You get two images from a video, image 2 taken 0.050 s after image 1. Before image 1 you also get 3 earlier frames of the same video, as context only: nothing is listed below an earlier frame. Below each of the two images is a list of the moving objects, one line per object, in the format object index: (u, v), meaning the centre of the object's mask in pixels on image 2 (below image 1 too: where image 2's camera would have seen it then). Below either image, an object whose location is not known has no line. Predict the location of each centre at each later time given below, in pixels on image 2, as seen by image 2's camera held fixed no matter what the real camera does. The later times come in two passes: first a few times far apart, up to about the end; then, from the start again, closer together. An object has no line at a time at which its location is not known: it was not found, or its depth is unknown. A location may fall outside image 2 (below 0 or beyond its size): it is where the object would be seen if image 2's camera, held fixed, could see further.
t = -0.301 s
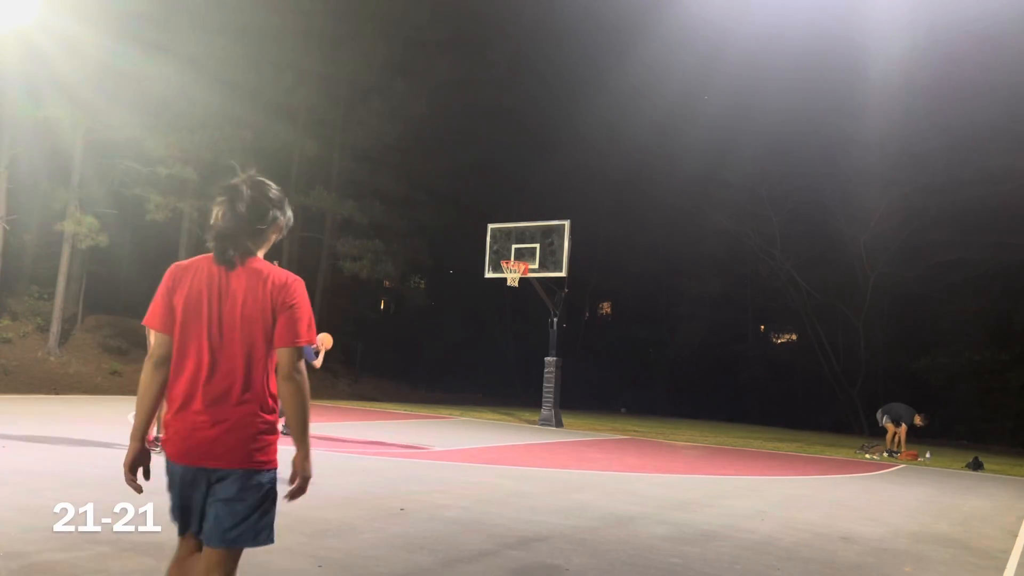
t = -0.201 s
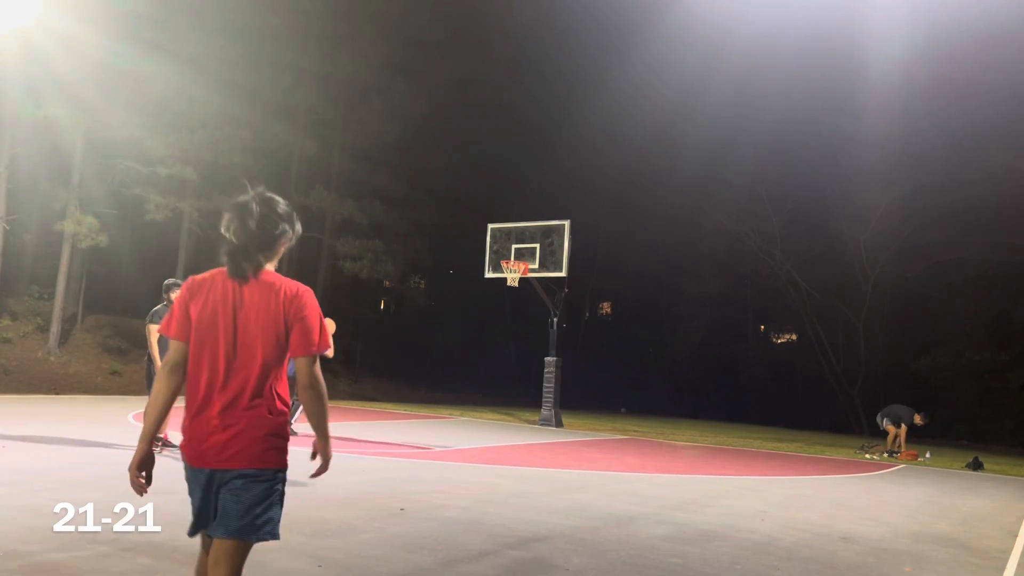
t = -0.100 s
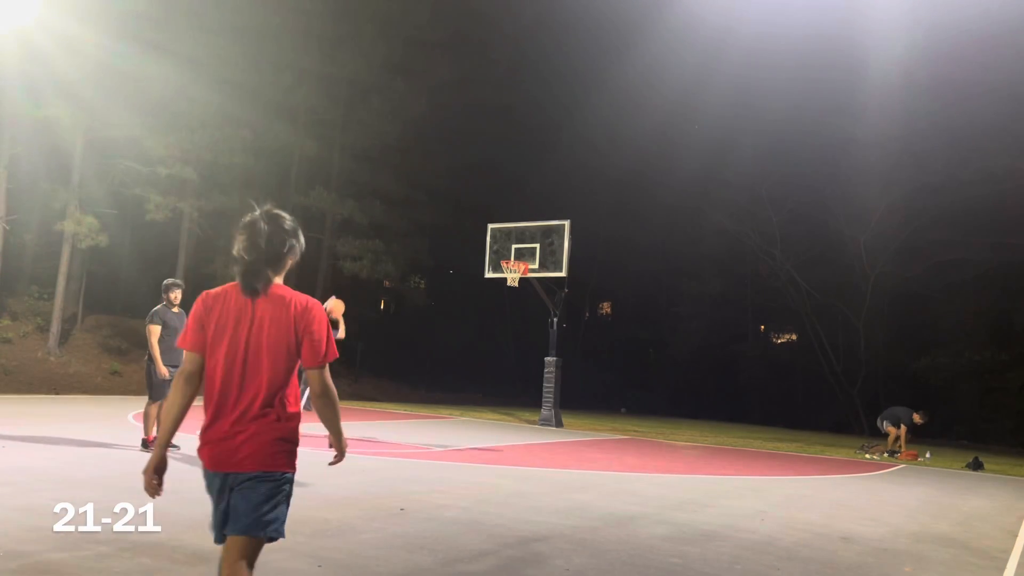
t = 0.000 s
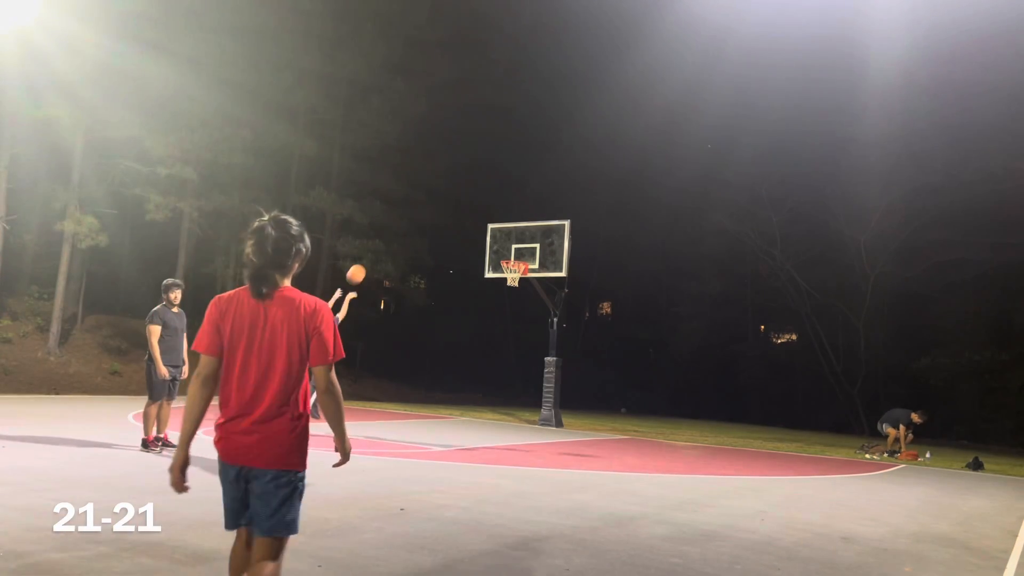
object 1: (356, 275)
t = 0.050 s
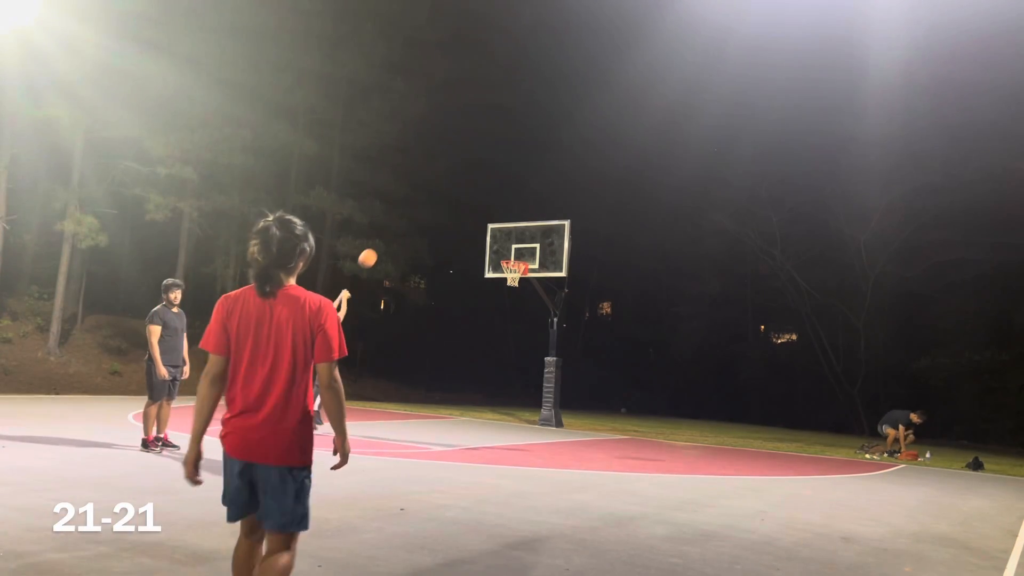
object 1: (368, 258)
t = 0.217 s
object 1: (403, 220)
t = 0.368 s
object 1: (430, 203)
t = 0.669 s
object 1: (476, 210)
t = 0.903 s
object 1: (506, 245)
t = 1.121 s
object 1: (508, 242)
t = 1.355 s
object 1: (493, 236)
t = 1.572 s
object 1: (476, 255)
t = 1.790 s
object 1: (457, 301)
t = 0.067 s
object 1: (371, 253)
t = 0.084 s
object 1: (375, 249)
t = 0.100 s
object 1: (379, 245)
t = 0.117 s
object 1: (382, 240)
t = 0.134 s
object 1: (386, 237)
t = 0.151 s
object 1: (389, 233)
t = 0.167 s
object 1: (393, 229)
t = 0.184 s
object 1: (396, 226)
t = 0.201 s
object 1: (399, 223)
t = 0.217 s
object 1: (403, 220)
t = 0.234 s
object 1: (406, 218)
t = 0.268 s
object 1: (412, 213)
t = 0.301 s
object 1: (418, 209)
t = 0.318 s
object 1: (421, 207)
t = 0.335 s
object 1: (424, 206)
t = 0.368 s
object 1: (430, 203)
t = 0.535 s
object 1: (457, 201)
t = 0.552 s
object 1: (460, 201)
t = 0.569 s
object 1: (462, 202)
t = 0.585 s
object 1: (464, 203)
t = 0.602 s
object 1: (467, 204)
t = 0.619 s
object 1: (469, 205)
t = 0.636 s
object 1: (472, 207)
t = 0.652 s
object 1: (474, 208)
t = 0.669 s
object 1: (476, 210)
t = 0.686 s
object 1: (479, 211)
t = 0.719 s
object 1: (483, 215)
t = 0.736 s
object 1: (485, 217)
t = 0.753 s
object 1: (488, 219)
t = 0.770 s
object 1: (490, 221)
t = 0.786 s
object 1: (492, 224)
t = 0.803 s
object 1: (494, 227)
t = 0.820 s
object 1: (496, 230)
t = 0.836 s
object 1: (498, 233)
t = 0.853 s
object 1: (500, 236)
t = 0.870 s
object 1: (502, 239)
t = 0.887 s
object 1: (504, 242)
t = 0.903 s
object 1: (506, 245)
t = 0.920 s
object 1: (508, 248)
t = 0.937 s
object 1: (510, 252)
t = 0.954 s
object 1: (511, 255)
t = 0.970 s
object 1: (513, 258)
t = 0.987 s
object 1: (514, 257)
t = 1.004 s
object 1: (515, 255)
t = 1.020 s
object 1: (514, 253)
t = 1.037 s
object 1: (513, 250)
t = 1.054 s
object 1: (512, 249)
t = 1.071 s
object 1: (511, 247)
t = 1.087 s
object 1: (510, 245)
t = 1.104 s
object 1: (509, 243)
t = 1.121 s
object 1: (508, 242)
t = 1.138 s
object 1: (507, 241)
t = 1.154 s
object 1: (506, 239)
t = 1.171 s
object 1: (505, 238)
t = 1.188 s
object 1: (504, 237)
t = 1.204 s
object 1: (503, 237)
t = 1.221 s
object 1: (502, 236)
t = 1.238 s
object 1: (501, 235)
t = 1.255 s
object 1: (500, 235)
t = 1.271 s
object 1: (499, 235)
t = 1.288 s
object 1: (497, 235)
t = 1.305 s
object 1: (496, 235)
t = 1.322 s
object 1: (495, 235)
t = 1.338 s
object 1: (495, 235)
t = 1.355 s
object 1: (493, 236)
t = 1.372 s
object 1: (492, 236)
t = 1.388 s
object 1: (491, 237)
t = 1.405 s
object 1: (489, 238)
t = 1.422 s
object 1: (488, 239)
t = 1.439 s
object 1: (487, 241)
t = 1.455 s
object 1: (486, 242)
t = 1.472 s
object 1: (484, 243)
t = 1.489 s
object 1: (482, 245)
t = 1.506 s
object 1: (481, 247)
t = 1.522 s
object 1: (480, 249)
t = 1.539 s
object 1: (479, 251)
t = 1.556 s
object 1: (478, 253)
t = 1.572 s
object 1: (476, 255)
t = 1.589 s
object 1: (475, 258)
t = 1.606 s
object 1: (474, 261)
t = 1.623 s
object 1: (472, 264)
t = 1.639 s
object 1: (471, 267)
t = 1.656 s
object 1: (470, 270)
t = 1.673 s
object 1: (468, 273)
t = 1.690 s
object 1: (467, 277)
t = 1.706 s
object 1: (465, 280)
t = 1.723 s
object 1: (464, 284)
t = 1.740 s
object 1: (462, 288)
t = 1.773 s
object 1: (459, 297)
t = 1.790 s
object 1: (457, 301)
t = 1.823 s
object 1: (454, 310)
